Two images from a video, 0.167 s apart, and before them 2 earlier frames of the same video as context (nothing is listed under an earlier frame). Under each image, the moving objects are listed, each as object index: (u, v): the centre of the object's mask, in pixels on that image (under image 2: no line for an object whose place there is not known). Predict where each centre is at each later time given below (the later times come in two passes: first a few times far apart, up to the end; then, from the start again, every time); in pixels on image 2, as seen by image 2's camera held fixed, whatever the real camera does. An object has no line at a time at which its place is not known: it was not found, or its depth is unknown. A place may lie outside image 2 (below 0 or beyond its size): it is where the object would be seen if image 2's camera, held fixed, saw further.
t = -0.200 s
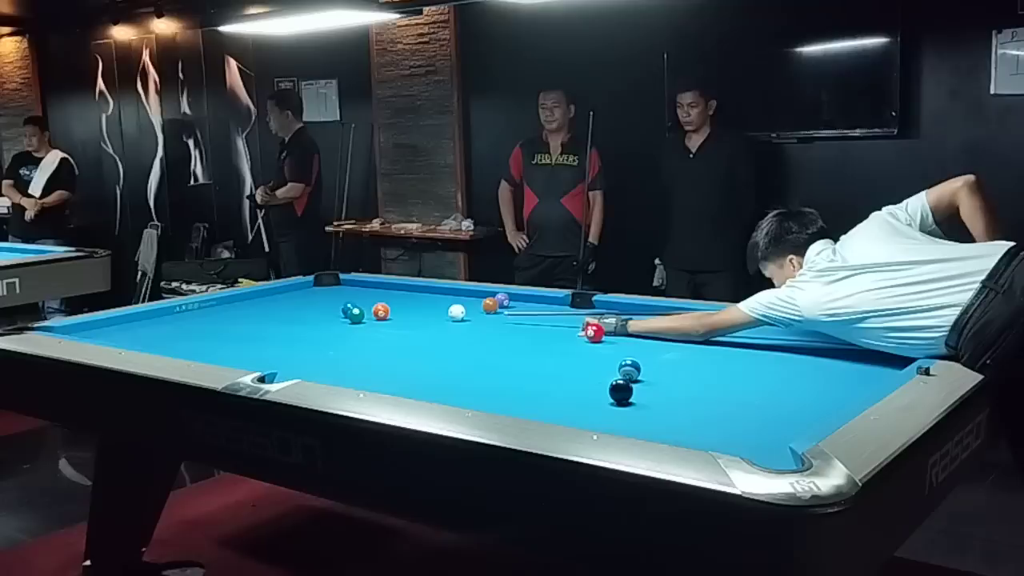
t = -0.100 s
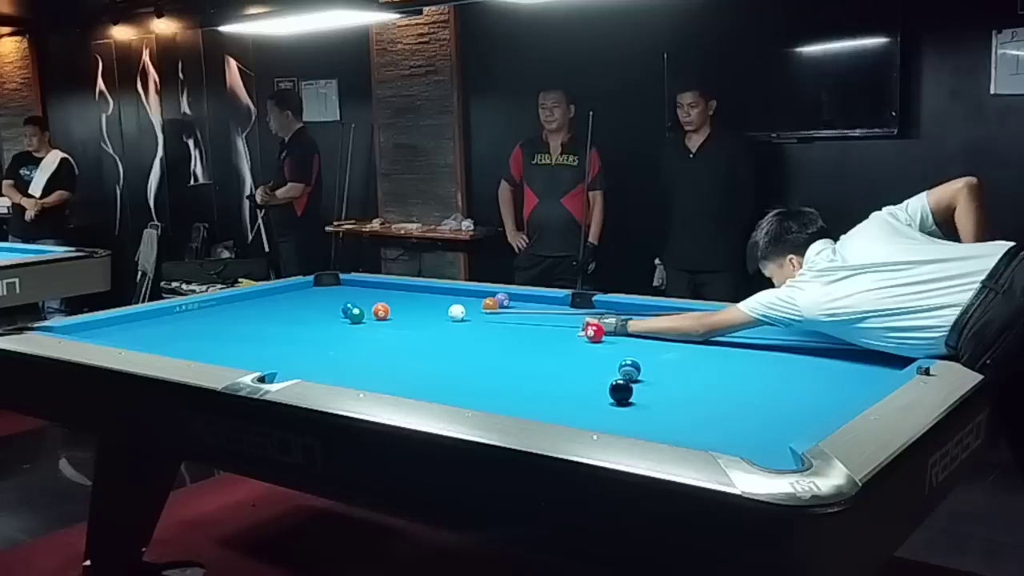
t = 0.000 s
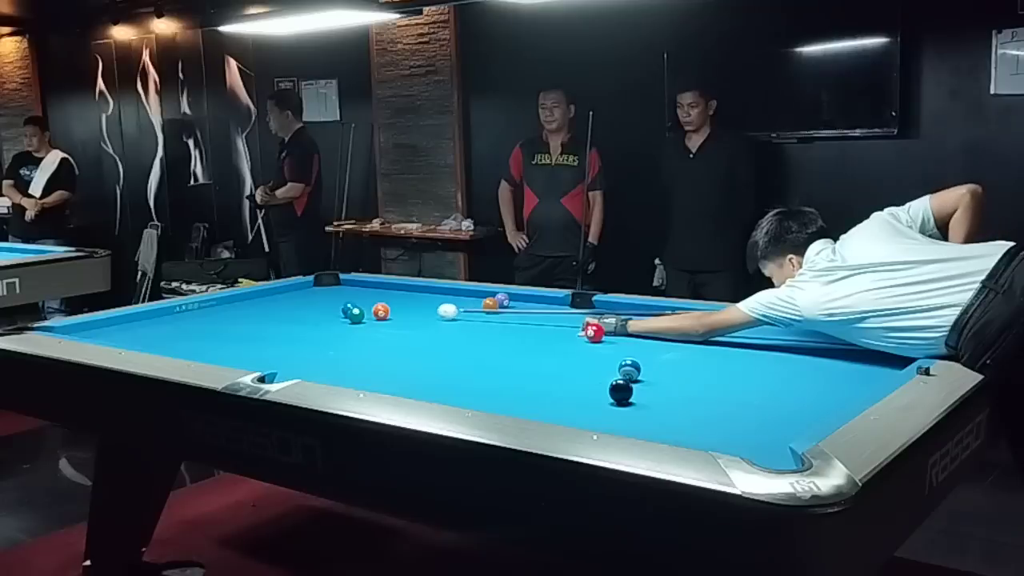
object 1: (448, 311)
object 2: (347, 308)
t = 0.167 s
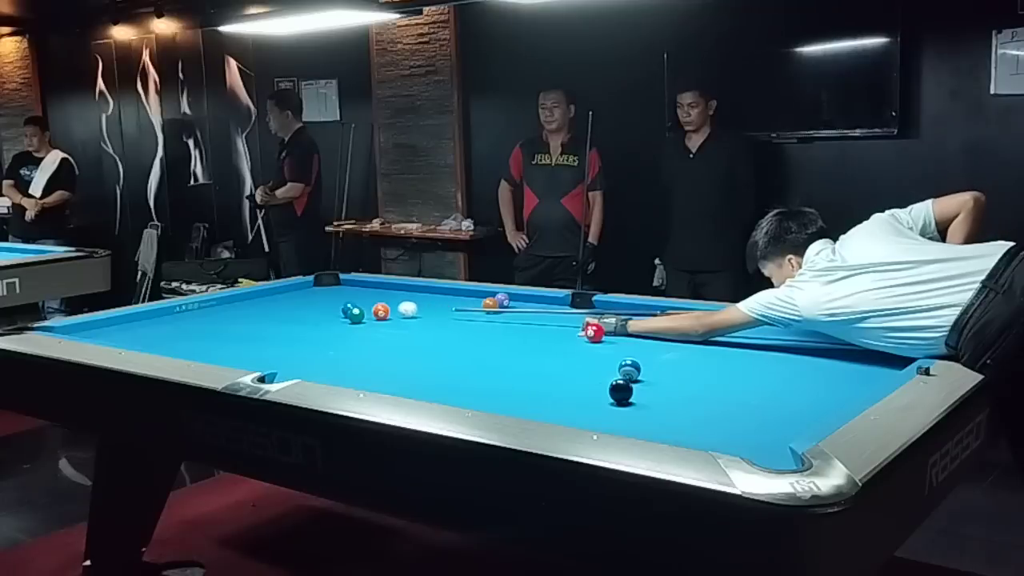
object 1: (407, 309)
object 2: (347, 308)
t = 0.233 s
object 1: (394, 307)
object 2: (347, 308)
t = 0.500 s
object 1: (345, 301)
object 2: (341, 311)
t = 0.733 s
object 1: (314, 299)
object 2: (330, 312)
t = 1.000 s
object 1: (281, 295)
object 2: (318, 314)
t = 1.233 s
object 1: (270, 292)
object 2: (309, 315)
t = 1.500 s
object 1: (297, 292)
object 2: (299, 317)
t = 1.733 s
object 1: (320, 292)
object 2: (292, 318)
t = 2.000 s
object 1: (345, 292)
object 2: (286, 318)
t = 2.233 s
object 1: (366, 292)
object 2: (281, 319)
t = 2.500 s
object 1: (388, 292)
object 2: (278, 319)
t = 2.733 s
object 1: (407, 292)
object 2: (276, 320)
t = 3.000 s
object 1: (428, 293)
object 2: (275, 320)
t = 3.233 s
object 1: (445, 293)
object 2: (275, 320)
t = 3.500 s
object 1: (464, 293)
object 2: (275, 320)
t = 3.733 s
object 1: (478, 293)
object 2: (275, 320)
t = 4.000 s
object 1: (484, 294)
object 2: (275, 320)
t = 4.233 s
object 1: (488, 294)
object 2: (275, 320)
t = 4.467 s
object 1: (492, 293)
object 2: (275, 320)
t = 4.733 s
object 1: (494, 294)
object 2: (275, 320)
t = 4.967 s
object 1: (494, 294)
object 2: (275, 320)
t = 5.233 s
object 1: (494, 294)
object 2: (275, 320)
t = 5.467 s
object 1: (494, 294)
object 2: (275, 320)
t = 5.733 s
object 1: (494, 294)
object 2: (275, 320)
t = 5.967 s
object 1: (494, 294)
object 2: (275, 320)
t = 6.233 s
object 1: (495, 294)
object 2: (275, 320)
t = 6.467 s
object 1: (494, 294)
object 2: (275, 320)
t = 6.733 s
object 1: (494, 294)
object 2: (275, 320)
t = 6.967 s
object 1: (494, 294)
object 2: (275, 320)
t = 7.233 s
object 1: (494, 294)
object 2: (275, 320)
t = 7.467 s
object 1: (494, 294)
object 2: (275, 320)
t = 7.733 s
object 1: (494, 294)
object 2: (275, 320)
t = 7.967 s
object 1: (494, 294)
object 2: (275, 320)
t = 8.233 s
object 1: (494, 294)
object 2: (275, 320)
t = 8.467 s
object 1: (494, 294)
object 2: (275, 320)
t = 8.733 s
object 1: (494, 294)
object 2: (275, 320)
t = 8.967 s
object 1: (494, 294)
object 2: (275, 320)
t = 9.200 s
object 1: (494, 294)
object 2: (275, 320)
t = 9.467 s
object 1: (494, 294)
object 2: (275, 320)
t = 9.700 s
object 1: (494, 294)
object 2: (275, 320)
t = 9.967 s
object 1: (494, 294)
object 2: (275, 320)
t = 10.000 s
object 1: (494, 294)
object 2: (275, 320)
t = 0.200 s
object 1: (400, 309)
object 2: (347, 308)
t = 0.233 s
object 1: (394, 307)
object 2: (347, 308)
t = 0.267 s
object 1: (388, 305)
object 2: (347, 308)
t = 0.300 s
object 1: (375, 303)
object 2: (347, 308)
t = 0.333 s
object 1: (369, 306)
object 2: (347, 308)
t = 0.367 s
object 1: (365, 305)
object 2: (347, 308)
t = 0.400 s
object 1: (360, 304)
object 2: (345, 309)
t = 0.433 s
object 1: (355, 302)
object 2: (344, 310)
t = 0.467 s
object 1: (350, 301)
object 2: (342, 310)
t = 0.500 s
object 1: (345, 301)
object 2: (341, 311)
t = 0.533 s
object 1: (340, 301)
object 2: (339, 311)
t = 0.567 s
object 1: (335, 300)
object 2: (338, 311)
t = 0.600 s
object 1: (330, 300)
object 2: (337, 312)
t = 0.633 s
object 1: (326, 300)
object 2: (335, 312)
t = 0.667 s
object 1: (322, 300)
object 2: (333, 312)
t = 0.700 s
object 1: (318, 300)
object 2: (332, 312)
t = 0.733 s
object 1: (314, 299)
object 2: (330, 312)
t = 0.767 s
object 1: (309, 299)
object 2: (328, 312)
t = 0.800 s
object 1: (305, 298)
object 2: (327, 313)
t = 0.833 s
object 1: (301, 297)
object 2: (325, 313)
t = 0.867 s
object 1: (297, 297)
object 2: (324, 313)
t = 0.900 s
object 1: (293, 296)
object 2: (322, 313)
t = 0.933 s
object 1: (289, 296)
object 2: (321, 314)
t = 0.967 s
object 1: (285, 295)
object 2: (319, 314)
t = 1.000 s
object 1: (281, 295)
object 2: (318, 314)
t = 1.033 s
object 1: (278, 294)
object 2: (316, 314)
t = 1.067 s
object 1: (274, 293)
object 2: (315, 314)
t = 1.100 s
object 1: (270, 293)
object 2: (314, 315)
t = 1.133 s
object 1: (266, 292)
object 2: (312, 315)
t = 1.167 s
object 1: (264, 292)
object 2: (311, 315)
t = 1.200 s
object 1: (267, 292)
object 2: (310, 315)
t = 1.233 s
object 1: (270, 292)
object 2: (309, 315)
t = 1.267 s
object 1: (274, 292)
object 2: (308, 316)
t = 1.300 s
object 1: (277, 292)
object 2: (306, 316)
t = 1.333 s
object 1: (280, 292)
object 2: (305, 316)
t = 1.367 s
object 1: (284, 292)
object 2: (304, 316)
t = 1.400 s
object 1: (287, 292)
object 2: (303, 316)
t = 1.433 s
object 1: (290, 292)
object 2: (302, 316)
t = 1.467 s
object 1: (294, 292)
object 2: (300, 316)
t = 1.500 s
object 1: (297, 292)
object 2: (299, 317)
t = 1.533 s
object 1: (300, 292)
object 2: (298, 317)
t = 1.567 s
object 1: (304, 292)
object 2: (297, 317)
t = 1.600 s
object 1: (307, 292)
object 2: (296, 317)
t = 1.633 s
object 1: (310, 292)
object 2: (295, 317)
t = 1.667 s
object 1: (313, 292)
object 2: (294, 317)
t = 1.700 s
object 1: (317, 292)
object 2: (293, 317)
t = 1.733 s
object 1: (320, 292)
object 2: (292, 318)
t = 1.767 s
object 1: (323, 292)
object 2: (291, 318)
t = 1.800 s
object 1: (326, 292)
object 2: (291, 318)
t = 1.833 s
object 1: (329, 292)
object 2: (290, 318)
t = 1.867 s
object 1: (332, 292)
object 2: (289, 318)
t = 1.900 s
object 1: (336, 292)
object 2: (288, 318)
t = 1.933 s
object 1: (338, 292)
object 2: (288, 318)
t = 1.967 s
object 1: (342, 292)
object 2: (287, 318)
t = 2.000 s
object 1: (345, 292)
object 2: (286, 318)
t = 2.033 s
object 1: (348, 292)
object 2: (285, 318)
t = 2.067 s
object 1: (351, 292)
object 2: (285, 318)
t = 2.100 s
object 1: (354, 292)
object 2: (284, 318)
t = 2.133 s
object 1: (357, 292)
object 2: (283, 318)
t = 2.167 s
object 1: (360, 292)
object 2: (283, 318)
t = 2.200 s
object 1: (362, 292)
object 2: (282, 318)
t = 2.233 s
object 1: (366, 292)
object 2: (281, 319)
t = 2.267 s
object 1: (368, 292)
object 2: (281, 319)
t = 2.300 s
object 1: (372, 292)
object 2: (280, 319)
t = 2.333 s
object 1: (374, 292)
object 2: (280, 319)
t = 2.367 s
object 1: (377, 292)
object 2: (279, 319)
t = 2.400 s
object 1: (380, 292)
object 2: (279, 319)
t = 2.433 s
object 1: (383, 292)
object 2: (278, 319)
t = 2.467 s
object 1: (386, 292)
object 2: (278, 319)
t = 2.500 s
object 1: (388, 292)
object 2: (278, 319)
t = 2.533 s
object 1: (391, 292)
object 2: (277, 319)
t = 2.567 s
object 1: (394, 292)
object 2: (277, 320)
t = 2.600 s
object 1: (397, 292)
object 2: (277, 320)
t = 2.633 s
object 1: (399, 292)
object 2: (276, 320)
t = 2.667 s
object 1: (402, 292)
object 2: (276, 320)
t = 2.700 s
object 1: (405, 292)
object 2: (276, 320)
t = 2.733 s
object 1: (407, 292)
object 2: (276, 320)
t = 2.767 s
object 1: (410, 292)
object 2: (275, 320)
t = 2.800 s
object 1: (413, 292)
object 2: (275, 320)
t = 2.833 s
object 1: (415, 293)
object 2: (275, 320)
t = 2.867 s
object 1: (418, 293)
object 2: (275, 320)
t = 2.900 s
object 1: (420, 293)
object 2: (275, 320)
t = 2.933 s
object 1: (423, 293)
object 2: (275, 320)
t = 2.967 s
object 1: (426, 293)
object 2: (275, 320)
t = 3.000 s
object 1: (428, 293)
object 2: (275, 320)
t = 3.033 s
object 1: (431, 293)
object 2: (275, 320)
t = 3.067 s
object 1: (433, 293)
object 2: (275, 320)
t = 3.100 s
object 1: (436, 293)
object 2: (275, 320)
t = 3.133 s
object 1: (438, 293)
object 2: (275, 320)
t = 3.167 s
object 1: (440, 293)
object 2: (275, 320)
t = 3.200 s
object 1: (443, 293)
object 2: (275, 320)
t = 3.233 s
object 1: (445, 293)
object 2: (275, 320)
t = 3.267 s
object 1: (447, 293)
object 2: (275, 320)
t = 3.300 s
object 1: (450, 293)
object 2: (275, 320)
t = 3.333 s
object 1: (452, 293)
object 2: (275, 320)
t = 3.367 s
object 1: (454, 293)
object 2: (275, 320)
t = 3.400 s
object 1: (457, 293)
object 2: (275, 320)
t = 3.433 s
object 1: (459, 293)
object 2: (275, 320)
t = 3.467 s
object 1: (461, 293)
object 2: (275, 320)
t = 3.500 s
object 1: (464, 293)
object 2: (275, 320)
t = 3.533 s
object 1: (466, 293)
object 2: (275, 320)
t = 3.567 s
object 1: (468, 293)
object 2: (275, 320)
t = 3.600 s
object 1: (471, 293)
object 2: (275, 320)
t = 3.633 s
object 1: (473, 293)
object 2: (275, 320)
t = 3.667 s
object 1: (475, 293)
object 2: (275, 320)
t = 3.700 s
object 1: (477, 293)
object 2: (275, 320)
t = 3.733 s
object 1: (478, 293)
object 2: (275, 320)
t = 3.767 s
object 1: (479, 293)
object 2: (275, 320)
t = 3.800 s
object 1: (480, 293)
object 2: (275, 320)
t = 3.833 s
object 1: (480, 294)
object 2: (275, 320)
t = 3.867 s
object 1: (481, 294)
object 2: (275, 320)
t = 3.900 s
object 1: (482, 294)
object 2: (275, 320)
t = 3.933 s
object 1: (483, 294)
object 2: (275, 320)
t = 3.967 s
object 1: (483, 294)
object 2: (275, 320)
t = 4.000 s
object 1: (484, 294)
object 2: (275, 320)
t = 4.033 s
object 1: (484, 294)
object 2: (275, 320)
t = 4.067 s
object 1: (485, 294)
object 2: (275, 320)
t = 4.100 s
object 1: (486, 293)
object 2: (275, 320)
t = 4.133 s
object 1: (486, 294)
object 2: (275, 320)
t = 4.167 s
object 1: (487, 294)
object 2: (275, 320)
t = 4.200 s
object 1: (487, 294)
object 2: (275, 320)
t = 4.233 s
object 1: (488, 294)
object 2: (275, 320)
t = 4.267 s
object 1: (489, 294)
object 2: (275, 320)
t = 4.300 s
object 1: (489, 294)
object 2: (275, 320)
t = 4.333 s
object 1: (490, 294)
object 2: (275, 320)
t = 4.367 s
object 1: (490, 294)
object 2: (275, 320)
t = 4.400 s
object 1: (491, 294)
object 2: (275, 320)
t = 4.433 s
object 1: (491, 293)
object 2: (275, 320)
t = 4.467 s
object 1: (492, 293)
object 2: (275, 320)
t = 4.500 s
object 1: (492, 294)
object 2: (275, 320)
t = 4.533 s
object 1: (492, 294)
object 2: (275, 320)
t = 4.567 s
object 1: (493, 293)
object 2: (275, 320)
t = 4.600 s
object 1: (493, 294)
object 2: (275, 320)
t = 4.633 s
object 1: (493, 294)
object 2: (275, 320)
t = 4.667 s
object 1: (494, 294)
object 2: (275, 320)
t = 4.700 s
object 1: (494, 294)
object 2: (275, 320)
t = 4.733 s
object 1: (494, 294)
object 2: (275, 320)
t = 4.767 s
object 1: (494, 294)
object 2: (275, 320)
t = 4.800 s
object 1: (494, 294)
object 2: (275, 320)
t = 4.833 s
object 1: (494, 294)
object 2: (275, 320)
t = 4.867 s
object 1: (494, 294)
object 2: (275, 320)
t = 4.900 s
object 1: (494, 294)
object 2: (275, 320)
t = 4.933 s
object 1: (494, 294)
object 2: (275, 320)
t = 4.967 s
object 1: (494, 294)
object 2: (275, 320)
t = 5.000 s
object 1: (494, 294)
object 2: (275, 320)
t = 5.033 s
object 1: (494, 294)
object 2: (275, 320)
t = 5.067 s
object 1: (494, 294)
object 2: (275, 320)
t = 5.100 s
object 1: (494, 294)
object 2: (275, 320)
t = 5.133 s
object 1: (494, 294)
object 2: (275, 320)
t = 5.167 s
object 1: (494, 294)
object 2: (275, 320)
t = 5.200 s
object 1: (494, 294)
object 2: (275, 320)
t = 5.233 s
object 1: (494, 294)
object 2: (275, 320)
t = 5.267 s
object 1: (494, 294)
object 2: (275, 320)
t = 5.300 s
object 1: (494, 294)
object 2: (275, 320)
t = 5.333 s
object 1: (494, 294)
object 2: (275, 320)
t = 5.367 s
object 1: (494, 294)
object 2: (275, 320)
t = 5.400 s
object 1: (494, 294)
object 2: (275, 320)
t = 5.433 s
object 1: (494, 294)
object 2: (275, 320)
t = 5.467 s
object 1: (494, 294)
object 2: (275, 320)
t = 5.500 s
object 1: (494, 294)
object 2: (275, 320)
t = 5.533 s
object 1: (494, 294)
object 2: (275, 320)
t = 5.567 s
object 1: (494, 294)
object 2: (275, 320)
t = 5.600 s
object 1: (494, 294)
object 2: (275, 320)
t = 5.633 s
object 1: (494, 294)
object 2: (275, 320)
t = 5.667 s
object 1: (494, 294)
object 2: (275, 320)
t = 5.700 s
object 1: (494, 294)
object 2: (275, 320)
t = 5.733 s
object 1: (494, 294)
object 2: (275, 320)
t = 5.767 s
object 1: (494, 294)
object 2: (275, 320)
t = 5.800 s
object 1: (494, 294)
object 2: (275, 320)
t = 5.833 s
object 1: (494, 294)
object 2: (275, 320)
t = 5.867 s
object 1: (494, 294)
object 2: (275, 320)
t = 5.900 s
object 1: (494, 294)
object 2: (275, 320)
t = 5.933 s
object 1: (494, 294)
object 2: (275, 320)
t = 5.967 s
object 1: (494, 294)
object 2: (275, 320)
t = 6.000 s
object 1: (494, 294)
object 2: (275, 320)
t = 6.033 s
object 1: (494, 294)
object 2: (275, 320)
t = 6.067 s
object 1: (494, 294)
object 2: (275, 320)
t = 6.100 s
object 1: (494, 294)
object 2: (275, 320)
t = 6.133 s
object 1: (494, 294)
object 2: (275, 320)
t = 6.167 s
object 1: (494, 294)
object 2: (275, 320)
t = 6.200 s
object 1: (494, 294)
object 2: (275, 320)
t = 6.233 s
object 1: (495, 294)
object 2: (275, 320)
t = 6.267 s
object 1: (494, 294)
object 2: (275, 320)
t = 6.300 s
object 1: (495, 294)
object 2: (275, 320)
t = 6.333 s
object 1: (495, 294)
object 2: (275, 320)
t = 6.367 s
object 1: (494, 294)
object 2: (275, 320)
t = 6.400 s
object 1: (494, 294)
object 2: (275, 320)
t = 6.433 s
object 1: (494, 294)
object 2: (275, 320)
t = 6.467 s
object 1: (494, 294)
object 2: (275, 320)
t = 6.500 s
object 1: (494, 294)
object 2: (275, 320)
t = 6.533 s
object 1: (494, 294)
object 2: (275, 320)
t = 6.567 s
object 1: (495, 294)
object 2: (275, 320)
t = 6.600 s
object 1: (494, 294)
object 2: (275, 320)
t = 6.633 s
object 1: (494, 294)
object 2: (275, 320)
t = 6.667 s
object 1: (494, 294)
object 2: (275, 320)
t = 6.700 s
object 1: (494, 294)
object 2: (275, 320)
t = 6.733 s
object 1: (494, 294)
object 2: (275, 320)
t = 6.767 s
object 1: (494, 294)
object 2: (275, 320)
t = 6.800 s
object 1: (494, 294)
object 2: (275, 320)
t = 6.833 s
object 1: (494, 294)
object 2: (275, 320)
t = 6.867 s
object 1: (494, 294)
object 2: (275, 320)
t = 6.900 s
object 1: (494, 294)
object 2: (275, 320)
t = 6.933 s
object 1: (494, 294)
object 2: (275, 320)
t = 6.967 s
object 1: (494, 294)
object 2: (275, 320)
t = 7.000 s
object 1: (494, 294)
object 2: (275, 320)
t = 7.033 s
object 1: (495, 294)
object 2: (275, 320)
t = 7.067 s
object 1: (494, 294)
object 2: (275, 320)
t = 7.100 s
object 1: (494, 294)
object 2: (275, 320)
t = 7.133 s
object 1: (494, 294)
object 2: (275, 320)
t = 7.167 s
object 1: (494, 294)
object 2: (275, 320)
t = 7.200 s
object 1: (494, 294)
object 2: (275, 320)
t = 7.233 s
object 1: (494, 294)
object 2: (275, 320)
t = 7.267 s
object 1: (494, 294)
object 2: (275, 320)
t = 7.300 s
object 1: (494, 294)
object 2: (275, 320)
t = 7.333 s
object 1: (495, 294)
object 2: (275, 320)
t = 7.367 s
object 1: (494, 294)
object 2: (275, 320)
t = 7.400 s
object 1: (494, 294)
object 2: (275, 320)
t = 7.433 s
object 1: (494, 294)
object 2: (275, 320)
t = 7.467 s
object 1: (494, 294)
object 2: (275, 320)
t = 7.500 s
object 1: (494, 294)
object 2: (275, 320)
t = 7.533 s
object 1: (494, 294)
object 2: (275, 320)
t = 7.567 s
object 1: (494, 294)
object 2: (275, 320)
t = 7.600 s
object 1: (494, 294)
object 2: (275, 320)
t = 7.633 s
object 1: (494, 294)
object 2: (275, 320)
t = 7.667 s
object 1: (494, 294)
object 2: (275, 320)
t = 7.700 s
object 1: (494, 294)
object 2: (275, 320)
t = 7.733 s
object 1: (494, 294)
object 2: (275, 320)
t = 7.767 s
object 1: (494, 294)
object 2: (275, 320)
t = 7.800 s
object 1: (494, 294)
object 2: (275, 320)
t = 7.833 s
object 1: (494, 294)
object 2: (275, 320)
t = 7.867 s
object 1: (494, 294)
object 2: (275, 320)
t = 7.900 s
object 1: (494, 294)
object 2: (275, 320)
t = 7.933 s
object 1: (494, 294)
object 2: (275, 320)
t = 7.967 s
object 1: (494, 294)
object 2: (275, 320)
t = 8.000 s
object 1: (494, 294)
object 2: (275, 320)
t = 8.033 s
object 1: (494, 294)
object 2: (275, 320)
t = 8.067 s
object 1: (494, 294)
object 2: (275, 320)
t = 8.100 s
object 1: (494, 294)
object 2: (275, 320)
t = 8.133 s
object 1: (494, 294)
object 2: (275, 320)
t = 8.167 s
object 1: (494, 294)
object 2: (275, 320)
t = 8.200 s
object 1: (494, 294)
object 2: (275, 320)
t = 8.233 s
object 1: (494, 294)
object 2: (275, 320)
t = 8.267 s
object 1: (494, 294)
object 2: (275, 320)
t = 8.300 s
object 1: (494, 294)
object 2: (275, 320)
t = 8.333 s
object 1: (494, 294)
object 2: (275, 320)
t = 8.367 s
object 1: (494, 294)
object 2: (275, 320)
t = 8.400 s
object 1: (494, 294)
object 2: (275, 320)
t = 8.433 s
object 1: (494, 294)
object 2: (275, 320)
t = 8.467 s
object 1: (494, 294)
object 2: (275, 320)
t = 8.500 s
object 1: (494, 294)
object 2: (275, 320)
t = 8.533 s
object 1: (494, 294)
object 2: (275, 320)
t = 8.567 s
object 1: (494, 294)
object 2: (275, 320)
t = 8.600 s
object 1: (494, 294)
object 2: (275, 320)
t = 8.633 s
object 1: (494, 294)
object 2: (275, 320)
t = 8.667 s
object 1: (494, 294)
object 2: (275, 320)
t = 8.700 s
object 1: (494, 294)
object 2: (275, 320)
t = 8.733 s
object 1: (494, 294)
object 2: (275, 320)
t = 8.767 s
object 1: (494, 294)
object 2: (275, 320)
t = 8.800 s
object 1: (494, 294)
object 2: (275, 320)
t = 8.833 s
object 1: (494, 294)
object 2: (275, 320)
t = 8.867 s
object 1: (494, 294)
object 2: (275, 320)
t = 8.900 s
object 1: (494, 294)
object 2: (275, 320)
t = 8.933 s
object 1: (494, 294)
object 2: (275, 320)
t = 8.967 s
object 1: (494, 294)
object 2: (275, 320)
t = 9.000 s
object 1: (494, 294)
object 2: (275, 320)
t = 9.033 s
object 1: (494, 294)
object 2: (275, 320)
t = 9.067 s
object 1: (495, 294)
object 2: (275, 320)
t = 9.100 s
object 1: (495, 294)
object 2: (275, 320)
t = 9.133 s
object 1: (494, 294)
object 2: (275, 320)
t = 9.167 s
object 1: (494, 294)
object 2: (275, 320)
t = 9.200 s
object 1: (494, 294)
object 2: (275, 320)
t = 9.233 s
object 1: (494, 294)
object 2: (275, 320)
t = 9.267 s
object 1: (494, 294)
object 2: (275, 320)
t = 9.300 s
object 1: (494, 294)
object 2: (275, 320)
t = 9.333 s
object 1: (495, 294)
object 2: (275, 320)
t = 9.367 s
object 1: (494, 294)
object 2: (275, 320)
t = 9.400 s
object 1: (494, 294)
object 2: (275, 320)
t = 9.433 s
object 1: (495, 294)
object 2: (275, 320)
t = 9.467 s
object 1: (494, 294)
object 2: (275, 320)
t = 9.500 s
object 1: (494, 294)
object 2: (275, 320)
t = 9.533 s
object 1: (494, 294)
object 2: (275, 320)
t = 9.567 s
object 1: (494, 294)
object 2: (275, 320)
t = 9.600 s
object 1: (494, 294)
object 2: (275, 320)
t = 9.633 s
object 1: (494, 294)
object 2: (275, 320)
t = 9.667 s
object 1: (494, 294)
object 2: (275, 320)
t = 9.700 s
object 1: (494, 294)
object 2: (275, 320)
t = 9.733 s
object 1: (494, 294)
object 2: (275, 320)
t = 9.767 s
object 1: (495, 294)
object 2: (275, 320)
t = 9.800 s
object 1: (494, 294)
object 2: (275, 320)
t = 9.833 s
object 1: (494, 294)
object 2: (275, 320)
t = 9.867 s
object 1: (494, 294)
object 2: (275, 320)
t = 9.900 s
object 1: (494, 294)
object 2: (275, 320)
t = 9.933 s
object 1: (494, 294)
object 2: (275, 320)
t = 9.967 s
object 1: (494, 294)
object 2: (275, 320)
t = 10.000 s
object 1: (494, 294)
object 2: (275, 320)
